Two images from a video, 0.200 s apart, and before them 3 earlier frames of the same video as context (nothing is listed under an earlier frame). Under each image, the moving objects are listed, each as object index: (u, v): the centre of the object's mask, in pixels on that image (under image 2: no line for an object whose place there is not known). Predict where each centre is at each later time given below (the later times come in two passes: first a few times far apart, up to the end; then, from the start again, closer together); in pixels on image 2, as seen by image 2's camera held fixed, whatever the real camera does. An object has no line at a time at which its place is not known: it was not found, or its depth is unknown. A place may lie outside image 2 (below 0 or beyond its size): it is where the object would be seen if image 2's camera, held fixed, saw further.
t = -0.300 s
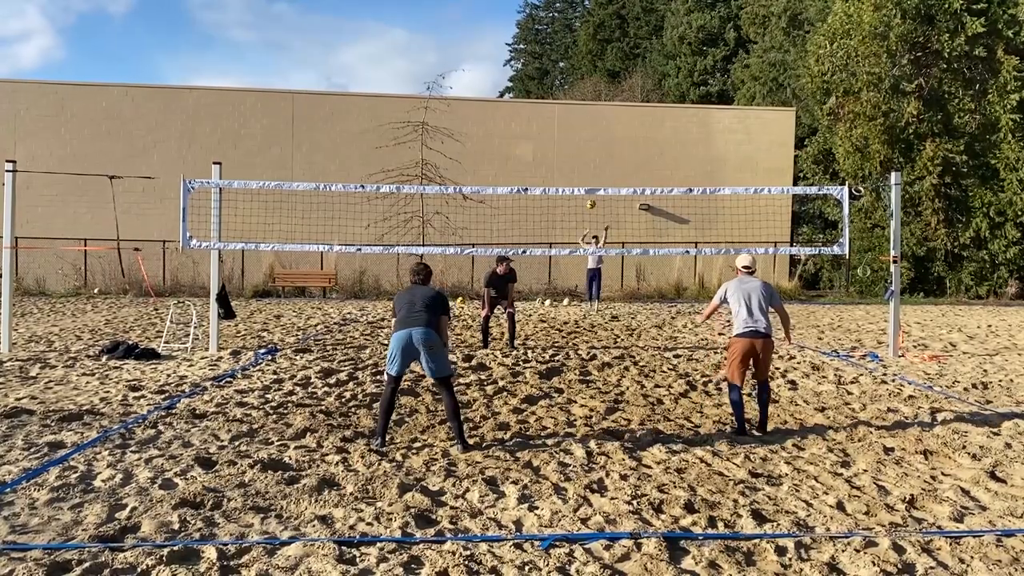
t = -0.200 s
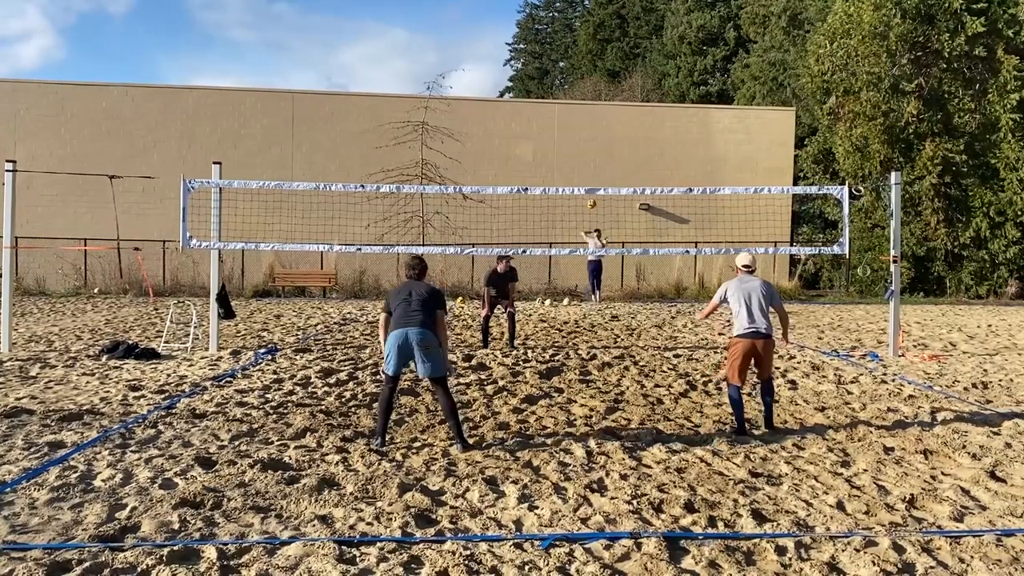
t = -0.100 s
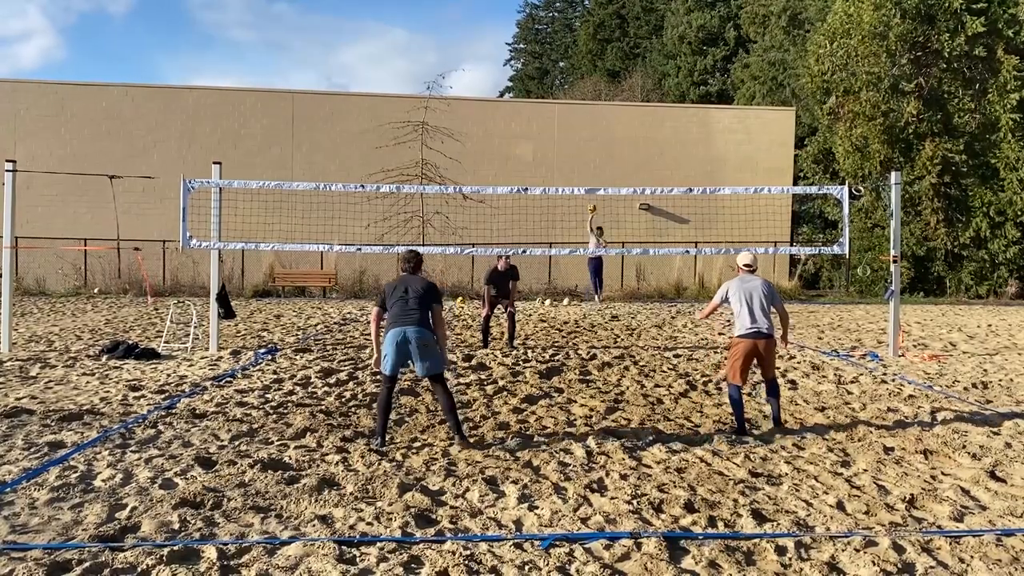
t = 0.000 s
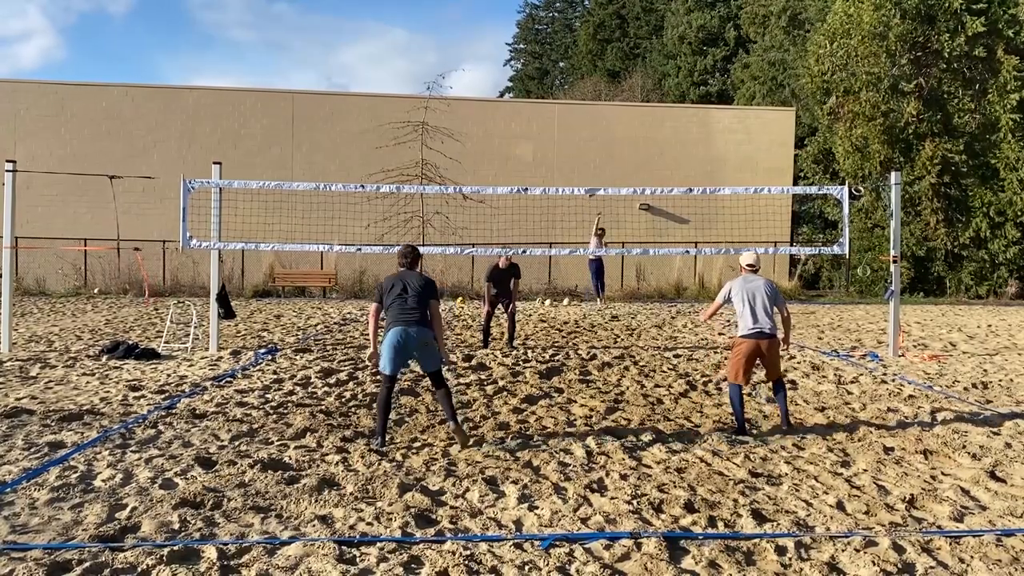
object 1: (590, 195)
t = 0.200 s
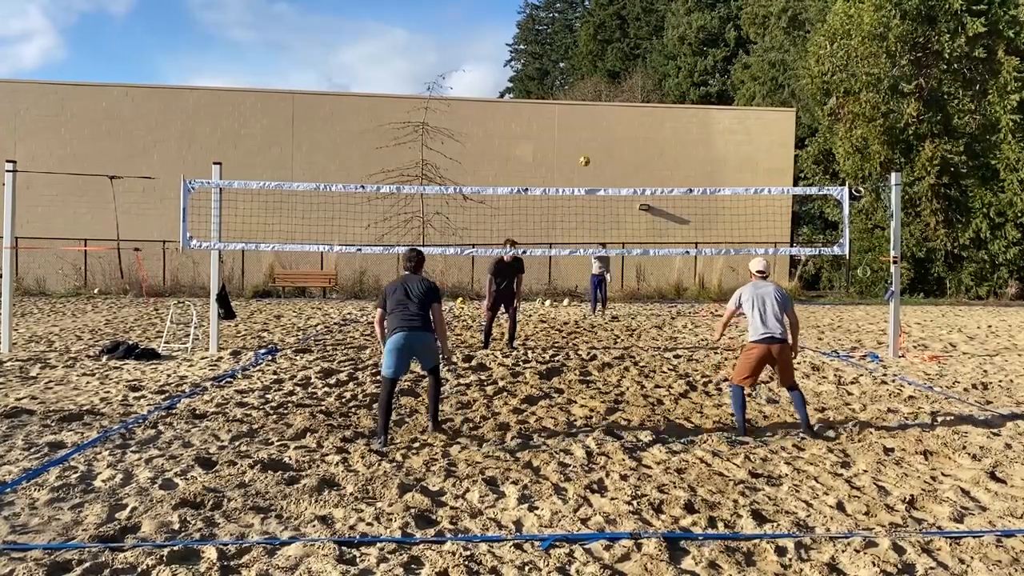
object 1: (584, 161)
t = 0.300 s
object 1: (581, 149)
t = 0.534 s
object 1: (572, 139)
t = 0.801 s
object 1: (560, 165)
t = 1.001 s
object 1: (547, 225)
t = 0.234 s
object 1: (583, 157)
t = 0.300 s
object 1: (581, 149)
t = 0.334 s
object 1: (580, 146)
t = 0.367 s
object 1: (579, 144)
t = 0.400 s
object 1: (578, 142)
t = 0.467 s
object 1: (575, 139)
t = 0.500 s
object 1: (574, 139)
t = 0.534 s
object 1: (572, 139)
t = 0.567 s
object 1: (571, 139)
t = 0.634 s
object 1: (568, 143)
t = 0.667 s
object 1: (567, 145)
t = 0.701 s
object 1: (566, 149)
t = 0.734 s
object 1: (564, 154)
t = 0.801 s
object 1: (560, 165)
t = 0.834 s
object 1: (559, 173)
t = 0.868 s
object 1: (557, 180)
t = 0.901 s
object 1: (555, 190)
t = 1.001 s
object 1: (547, 225)
